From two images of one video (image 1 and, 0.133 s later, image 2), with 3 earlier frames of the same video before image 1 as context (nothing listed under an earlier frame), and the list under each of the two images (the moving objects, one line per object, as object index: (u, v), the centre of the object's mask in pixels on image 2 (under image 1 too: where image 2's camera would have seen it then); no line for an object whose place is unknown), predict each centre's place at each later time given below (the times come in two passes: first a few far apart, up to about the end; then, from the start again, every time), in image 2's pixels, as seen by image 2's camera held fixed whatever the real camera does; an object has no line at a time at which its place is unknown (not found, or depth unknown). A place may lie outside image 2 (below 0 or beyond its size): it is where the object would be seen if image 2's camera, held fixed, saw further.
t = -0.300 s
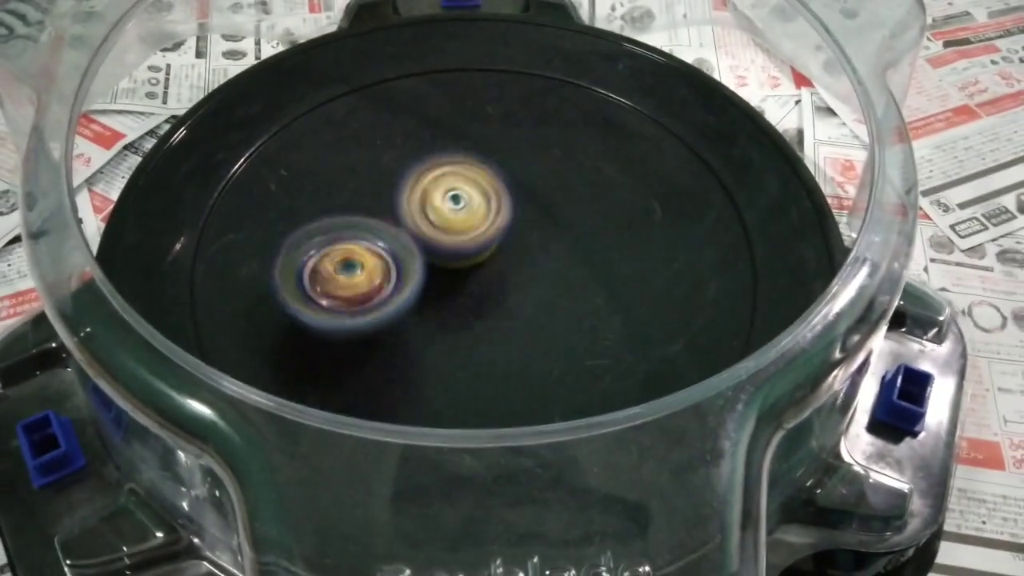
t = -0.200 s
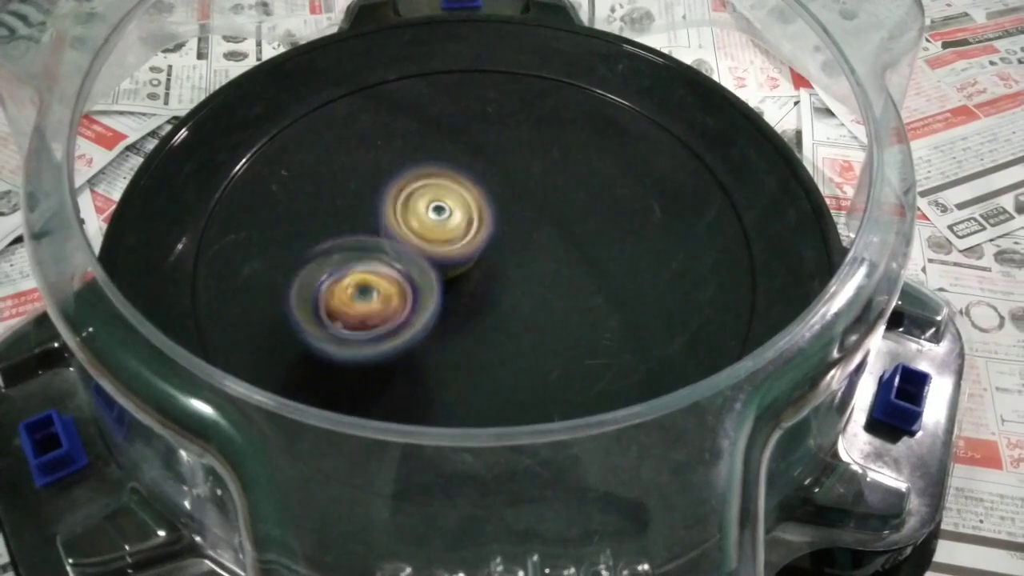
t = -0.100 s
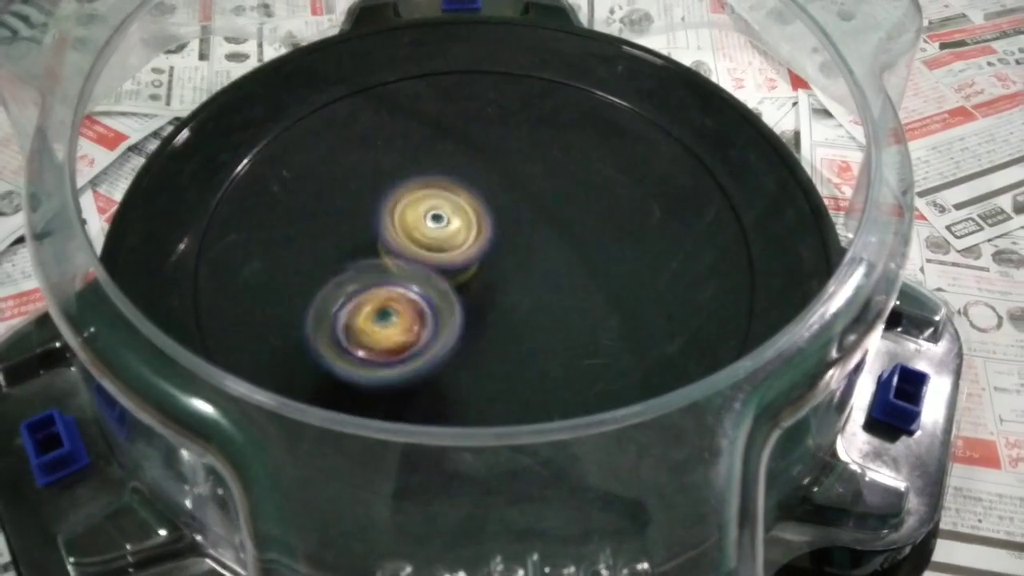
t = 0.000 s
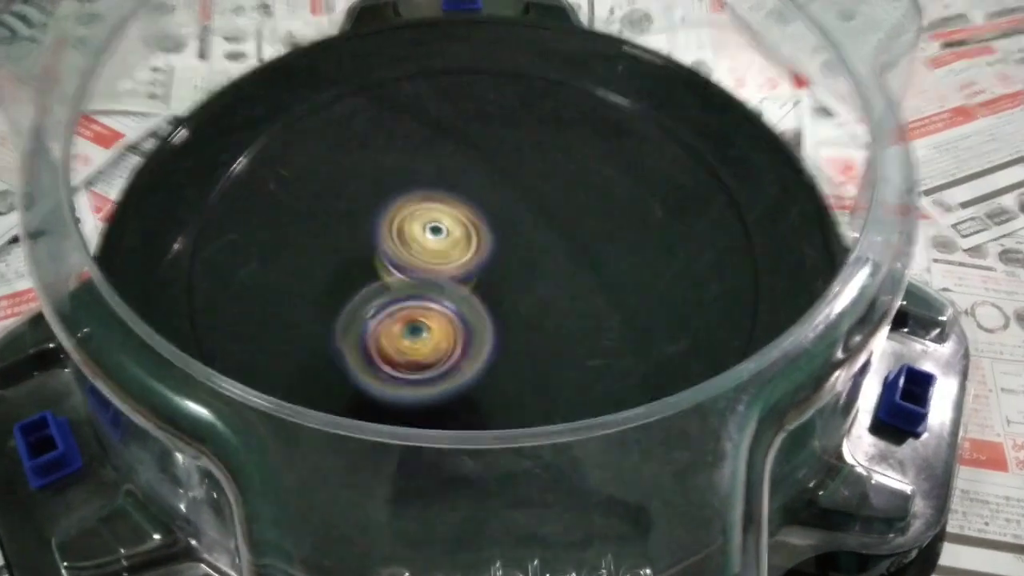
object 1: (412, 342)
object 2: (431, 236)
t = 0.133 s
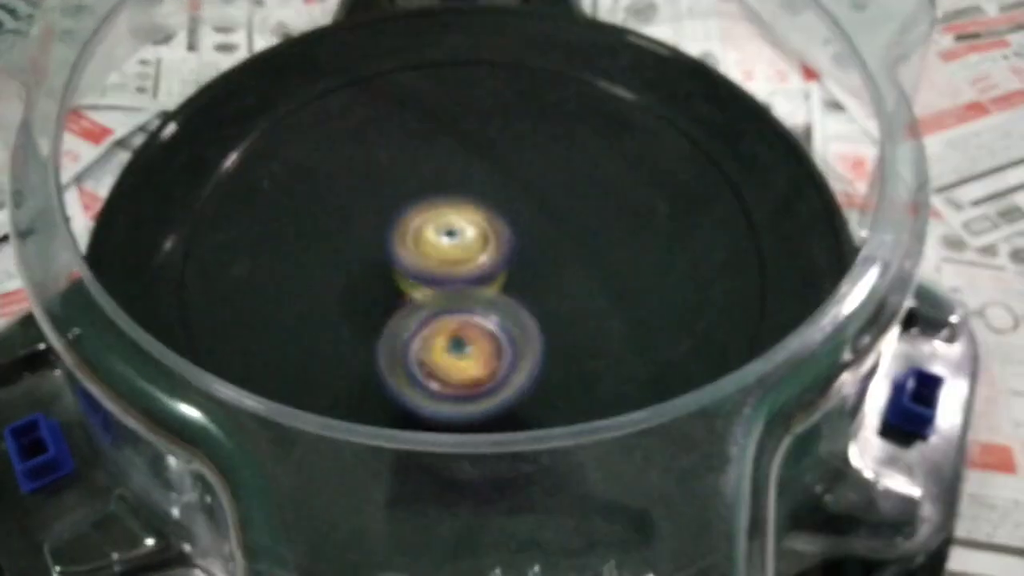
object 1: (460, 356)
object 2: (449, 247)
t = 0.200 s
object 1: (485, 355)
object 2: (460, 250)
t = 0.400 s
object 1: (550, 351)
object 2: (485, 219)
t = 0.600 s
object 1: (602, 323)
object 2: (474, 180)
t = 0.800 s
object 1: (598, 273)
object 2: (447, 168)
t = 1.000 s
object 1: (584, 224)
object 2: (426, 191)
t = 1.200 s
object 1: (570, 176)
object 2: (444, 226)
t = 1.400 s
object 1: (548, 136)
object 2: (498, 247)
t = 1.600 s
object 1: (502, 133)
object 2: (549, 249)
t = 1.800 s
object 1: (445, 154)
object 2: (573, 236)
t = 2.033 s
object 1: (392, 188)
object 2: (556, 231)
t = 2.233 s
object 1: (355, 222)
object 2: (517, 243)
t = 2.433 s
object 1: (338, 260)
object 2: (498, 272)
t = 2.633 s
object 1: (311, 277)
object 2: (550, 277)
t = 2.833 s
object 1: (367, 281)
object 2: (567, 253)
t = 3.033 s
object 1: (426, 290)
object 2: (539, 227)
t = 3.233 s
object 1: (435, 323)
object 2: (524, 203)
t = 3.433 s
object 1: (428, 351)
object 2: (485, 225)
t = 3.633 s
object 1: (419, 343)
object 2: (485, 249)
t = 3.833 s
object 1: (407, 325)
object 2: (527, 242)
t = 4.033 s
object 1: (414, 302)
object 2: (552, 183)
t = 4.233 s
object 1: (453, 289)
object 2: (511, 167)
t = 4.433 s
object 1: (534, 292)
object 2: (453, 205)
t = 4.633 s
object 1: (591, 299)
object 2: (444, 276)
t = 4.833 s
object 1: (598, 310)
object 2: (453, 292)
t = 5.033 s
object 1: (593, 284)
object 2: (436, 275)
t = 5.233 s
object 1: (577, 235)
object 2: (421, 266)
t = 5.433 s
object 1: (571, 201)
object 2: (420, 264)
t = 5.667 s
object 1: (547, 196)
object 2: (429, 251)
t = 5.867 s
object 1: (550, 185)
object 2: (416, 259)
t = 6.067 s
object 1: (533, 178)
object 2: (430, 260)
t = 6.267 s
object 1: (513, 156)
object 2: (438, 251)
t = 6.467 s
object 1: (515, 168)
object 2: (437, 268)
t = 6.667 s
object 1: (509, 180)
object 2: (436, 275)
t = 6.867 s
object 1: (511, 191)
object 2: (444, 303)
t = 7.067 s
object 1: (506, 190)
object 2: (475, 302)
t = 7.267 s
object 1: (495, 197)
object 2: (483, 311)
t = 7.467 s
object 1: (519, 197)
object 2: (494, 312)
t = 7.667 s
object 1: (501, 198)
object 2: (502, 310)
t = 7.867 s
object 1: (472, 202)
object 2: (484, 290)
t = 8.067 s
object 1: (444, 199)
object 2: (497, 281)
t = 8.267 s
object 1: (441, 197)
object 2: (510, 279)
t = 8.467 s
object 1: (441, 197)
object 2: (509, 279)
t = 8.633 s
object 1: (441, 197)
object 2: (509, 279)
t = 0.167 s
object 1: (472, 357)
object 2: (455, 249)
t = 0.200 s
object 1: (485, 355)
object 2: (460, 250)
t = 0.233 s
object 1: (497, 353)
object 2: (466, 249)
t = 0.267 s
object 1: (511, 349)
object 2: (473, 251)
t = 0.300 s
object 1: (521, 346)
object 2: (479, 249)
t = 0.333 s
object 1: (531, 351)
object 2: (480, 238)
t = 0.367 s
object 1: (540, 354)
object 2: (482, 228)
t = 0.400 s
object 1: (550, 351)
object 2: (485, 219)
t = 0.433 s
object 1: (562, 350)
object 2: (486, 211)
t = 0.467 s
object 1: (576, 348)
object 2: (486, 204)
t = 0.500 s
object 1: (583, 343)
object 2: (484, 197)
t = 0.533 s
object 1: (592, 338)
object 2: (482, 191)
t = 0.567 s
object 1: (597, 331)
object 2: (478, 185)
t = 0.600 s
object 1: (602, 323)
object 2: (474, 180)
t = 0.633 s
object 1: (603, 315)
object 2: (470, 175)
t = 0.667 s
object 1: (605, 306)
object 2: (465, 171)
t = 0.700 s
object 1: (603, 298)
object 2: (461, 168)
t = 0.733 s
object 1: (602, 290)
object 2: (456, 166)
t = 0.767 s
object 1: (599, 281)
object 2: (452, 166)
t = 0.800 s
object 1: (598, 273)
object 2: (447, 168)
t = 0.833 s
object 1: (594, 265)
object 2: (442, 169)
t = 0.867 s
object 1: (593, 257)
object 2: (438, 173)
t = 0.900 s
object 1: (590, 248)
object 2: (433, 177)
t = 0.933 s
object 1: (588, 241)
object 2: (430, 181)
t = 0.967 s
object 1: (585, 232)
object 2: (427, 187)
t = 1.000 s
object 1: (584, 224)
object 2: (426, 191)
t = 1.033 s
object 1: (581, 215)
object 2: (426, 197)
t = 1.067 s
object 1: (579, 208)
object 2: (428, 204)
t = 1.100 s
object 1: (577, 199)
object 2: (431, 209)
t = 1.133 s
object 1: (574, 192)
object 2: (433, 216)
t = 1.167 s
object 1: (573, 183)
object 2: (438, 221)
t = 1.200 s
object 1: (570, 176)
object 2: (444, 226)
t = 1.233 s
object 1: (568, 168)
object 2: (451, 230)
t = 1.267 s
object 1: (565, 161)
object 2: (460, 236)
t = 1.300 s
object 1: (562, 153)
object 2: (468, 239)
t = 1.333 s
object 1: (558, 147)
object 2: (478, 242)
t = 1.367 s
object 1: (554, 141)
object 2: (487, 245)
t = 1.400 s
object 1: (548, 136)
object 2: (498, 247)
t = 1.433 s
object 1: (542, 133)
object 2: (509, 248)
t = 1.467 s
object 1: (533, 132)
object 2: (518, 247)
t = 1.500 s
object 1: (526, 132)
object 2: (526, 247)
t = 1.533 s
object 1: (516, 133)
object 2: (533, 246)
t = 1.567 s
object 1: (509, 133)
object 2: (542, 247)
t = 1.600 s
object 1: (502, 133)
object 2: (549, 249)
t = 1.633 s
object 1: (493, 136)
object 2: (554, 248)
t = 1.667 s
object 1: (481, 138)
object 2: (559, 245)
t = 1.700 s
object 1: (472, 141)
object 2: (563, 243)
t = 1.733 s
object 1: (463, 145)
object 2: (568, 240)
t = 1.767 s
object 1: (455, 148)
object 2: (571, 238)
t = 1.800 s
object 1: (445, 154)
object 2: (573, 236)
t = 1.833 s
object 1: (437, 157)
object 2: (573, 235)
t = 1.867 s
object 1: (428, 162)
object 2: (573, 233)
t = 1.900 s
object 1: (421, 168)
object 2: (570, 232)
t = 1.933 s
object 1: (413, 172)
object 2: (568, 231)
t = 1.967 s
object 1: (406, 178)
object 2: (565, 230)
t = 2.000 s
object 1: (398, 181)
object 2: (561, 230)
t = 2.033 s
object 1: (392, 188)
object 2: (556, 231)
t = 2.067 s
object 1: (384, 192)
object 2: (550, 231)
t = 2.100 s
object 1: (379, 198)
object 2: (544, 232)
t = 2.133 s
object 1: (372, 202)
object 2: (537, 234)
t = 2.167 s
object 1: (366, 209)
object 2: (531, 236)
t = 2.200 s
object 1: (360, 214)
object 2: (524, 240)
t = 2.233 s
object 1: (355, 222)
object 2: (517, 243)
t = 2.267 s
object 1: (352, 228)
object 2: (510, 247)
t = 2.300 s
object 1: (348, 236)
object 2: (504, 251)
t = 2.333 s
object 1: (348, 242)
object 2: (498, 256)
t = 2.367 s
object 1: (346, 250)
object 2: (495, 262)
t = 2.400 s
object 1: (344, 254)
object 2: (495, 267)
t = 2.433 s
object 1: (338, 260)
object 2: (498, 272)
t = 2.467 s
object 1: (327, 263)
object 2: (511, 277)
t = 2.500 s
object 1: (320, 267)
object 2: (518, 280)
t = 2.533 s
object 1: (316, 269)
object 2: (526, 282)
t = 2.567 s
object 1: (312, 274)
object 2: (533, 281)
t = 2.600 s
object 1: (311, 275)
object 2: (543, 279)
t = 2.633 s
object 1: (311, 277)
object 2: (550, 277)
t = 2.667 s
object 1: (317, 278)
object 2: (556, 274)
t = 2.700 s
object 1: (322, 280)
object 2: (561, 271)
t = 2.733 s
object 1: (330, 279)
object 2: (564, 267)
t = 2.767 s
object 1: (344, 281)
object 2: (566, 262)
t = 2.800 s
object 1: (355, 280)
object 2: (568, 258)
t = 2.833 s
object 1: (367, 281)
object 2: (567, 253)
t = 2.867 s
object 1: (376, 282)
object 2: (565, 249)
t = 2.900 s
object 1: (386, 283)
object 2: (562, 244)
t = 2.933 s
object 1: (397, 284)
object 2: (556, 239)
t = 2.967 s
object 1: (408, 285)
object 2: (550, 236)
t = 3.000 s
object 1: (419, 287)
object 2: (544, 232)
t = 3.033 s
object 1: (426, 290)
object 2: (539, 227)
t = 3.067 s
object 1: (430, 289)
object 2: (537, 222)
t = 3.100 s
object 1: (432, 296)
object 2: (534, 217)
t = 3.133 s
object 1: (430, 307)
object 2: (533, 209)
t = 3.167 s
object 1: (431, 314)
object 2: (533, 203)
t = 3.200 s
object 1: (431, 320)
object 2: (530, 201)
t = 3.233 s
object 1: (435, 323)
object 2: (524, 203)
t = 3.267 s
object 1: (439, 329)
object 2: (518, 205)
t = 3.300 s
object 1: (437, 335)
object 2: (511, 207)
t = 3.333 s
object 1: (437, 340)
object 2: (503, 209)
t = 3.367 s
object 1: (435, 345)
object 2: (496, 214)
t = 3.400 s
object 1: (433, 349)
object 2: (490, 219)
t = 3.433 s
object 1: (428, 351)
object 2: (485, 225)
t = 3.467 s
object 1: (429, 352)
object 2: (480, 231)
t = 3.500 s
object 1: (425, 351)
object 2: (477, 237)
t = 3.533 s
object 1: (427, 349)
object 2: (475, 243)
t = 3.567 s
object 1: (428, 345)
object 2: (476, 247)
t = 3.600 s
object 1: (419, 344)
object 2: (480, 250)
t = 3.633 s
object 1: (419, 343)
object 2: (485, 249)
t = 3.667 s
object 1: (419, 342)
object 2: (490, 251)
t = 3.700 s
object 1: (417, 340)
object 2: (497, 253)
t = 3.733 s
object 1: (415, 334)
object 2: (505, 254)
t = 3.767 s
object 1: (419, 330)
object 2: (510, 254)
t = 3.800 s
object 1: (418, 326)
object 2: (513, 252)
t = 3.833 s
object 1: (407, 325)
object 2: (527, 242)
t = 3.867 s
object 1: (403, 322)
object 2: (538, 230)
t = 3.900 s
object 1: (401, 319)
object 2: (546, 220)
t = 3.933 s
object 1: (404, 316)
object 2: (552, 208)
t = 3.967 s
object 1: (404, 312)
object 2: (555, 199)
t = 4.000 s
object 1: (407, 305)
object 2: (553, 191)
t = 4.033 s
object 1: (414, 302)
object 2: (552, 183)
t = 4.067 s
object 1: (419, 300)
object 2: (548, 177)
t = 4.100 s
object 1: (425, 299)
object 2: (540, 172)
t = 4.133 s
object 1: (429, 297)
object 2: (534, 167)
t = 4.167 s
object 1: (437, 293)
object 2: (526, 166)
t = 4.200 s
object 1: (445, 292)
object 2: (518, 166)
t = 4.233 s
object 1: (453, 289)
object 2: (511, 167)
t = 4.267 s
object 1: (463, 288)
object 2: (502, 171)
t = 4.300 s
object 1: (475, 287)
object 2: (493, 173)
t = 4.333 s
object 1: (487, 287)
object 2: (485, 180)
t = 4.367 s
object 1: (500, 285)
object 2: (476, 185)
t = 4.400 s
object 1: (511, 291)
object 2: (462, 193)
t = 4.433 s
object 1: (534, 292)
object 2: (453, 205)
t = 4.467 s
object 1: (551, 293)
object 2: (448, 216)
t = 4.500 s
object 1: (566, 292)
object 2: (444, 227)
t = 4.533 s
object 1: (579, 295)
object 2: (439, 240)
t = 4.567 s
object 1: (584, 297)
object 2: (437, 252)
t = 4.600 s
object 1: (589, 298)
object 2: (440, 265)
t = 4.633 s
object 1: (591, 299)
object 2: (444, 276)
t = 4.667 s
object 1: (595, 303)
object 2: (446, 283)
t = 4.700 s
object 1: (608, 303)
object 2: (439, 285)
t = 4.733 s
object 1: (608, 307)
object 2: (440, 288)
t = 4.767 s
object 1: (604, 311)
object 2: (444, 290)
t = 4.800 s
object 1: (602, 312)
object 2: (450, 291)
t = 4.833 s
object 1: (598, 310)
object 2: (453, 292)
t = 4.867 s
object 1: (599, 306)
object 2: (451, 291)
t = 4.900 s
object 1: (604, 302)
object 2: (441, 287)
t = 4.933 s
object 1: (603, 299)
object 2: (438, 285)
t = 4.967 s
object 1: (596, 295)
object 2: (437, 282)
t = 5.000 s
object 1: (593, 288)
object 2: (438, 278)
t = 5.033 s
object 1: (593, 284)
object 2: (436, 275)
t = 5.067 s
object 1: (593, 278)
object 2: (433, 272)
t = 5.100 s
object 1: (590, 270)
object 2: (429, 270)
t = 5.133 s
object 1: (589, 264)
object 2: (425, 268)
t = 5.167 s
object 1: (584, 252)
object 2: (422, 268)
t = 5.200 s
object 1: (580, 244)
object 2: (422, 267)
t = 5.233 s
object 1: (577, 235)
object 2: (421, 266)
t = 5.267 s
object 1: (573, 225)
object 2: (419, 265)
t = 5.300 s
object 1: (570, 217)
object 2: (417, 264)
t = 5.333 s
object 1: (569, 210)
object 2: (415, 264)
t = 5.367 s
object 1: (570, 205)
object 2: (415, 264)
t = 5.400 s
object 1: (571, 202)
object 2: (418, 264)
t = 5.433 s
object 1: (571, 201)
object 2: (420, 264)
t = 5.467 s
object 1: (570, 201)
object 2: (421, 264)
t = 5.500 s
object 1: (566, 202)
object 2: (422, 263)
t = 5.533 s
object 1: (559, 201)
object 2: (422, 261)
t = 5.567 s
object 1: (553, 197)
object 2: (424, 259)
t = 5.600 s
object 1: (549, 194)
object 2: (425, 256)
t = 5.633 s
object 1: (549, 196)
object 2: (427, 254)
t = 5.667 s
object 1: (547, 196)
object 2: (429, 251)
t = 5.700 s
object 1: (561, 190)
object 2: (417, 254)
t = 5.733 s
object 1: (569, 186)
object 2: (413, 257)
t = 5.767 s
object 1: (568, 188)
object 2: (415, 260)
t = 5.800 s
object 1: (564, 190)
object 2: (418, 259)
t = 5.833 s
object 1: (556, 189)
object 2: (416, 258)
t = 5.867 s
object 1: (550, 185)
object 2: (416, 259)
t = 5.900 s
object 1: (546, 185)
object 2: (414, 259)
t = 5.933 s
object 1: (546, 183)
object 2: (415, 261)
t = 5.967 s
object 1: (544, 181)
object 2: (420, 261)
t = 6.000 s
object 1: (537, 183)
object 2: (425, 261)
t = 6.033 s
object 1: (531, 182)
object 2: (431, 259)
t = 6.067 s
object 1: (533, 178)
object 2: (430, 260)
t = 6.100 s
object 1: (533, 172)
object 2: (430, 259)
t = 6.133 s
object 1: (526, 170)
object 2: (433, 258)
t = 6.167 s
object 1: (520, 166)
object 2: (436, 257)
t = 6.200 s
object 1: (517, 161)
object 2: (438, 255)
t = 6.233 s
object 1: (515, 158)
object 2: (437, 253)
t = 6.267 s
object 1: (513, 156)
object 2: (438, 251)
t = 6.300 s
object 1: (512, 154)
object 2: (437, 251)
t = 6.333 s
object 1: (515, 149)
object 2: (432, 257)
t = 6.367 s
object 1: (522, 152)
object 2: (436, 264)
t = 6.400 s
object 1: (523, 159)
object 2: (439, 267)
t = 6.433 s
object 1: (520, 164)
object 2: (438, 269)
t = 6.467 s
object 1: (515, 168)
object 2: (437, 268)
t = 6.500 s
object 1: (512, 172)
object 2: (437, 269)
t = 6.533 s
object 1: (511, 173)
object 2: (436, 271)
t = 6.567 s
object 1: (514, 172)
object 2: (432, 275)
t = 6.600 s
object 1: (515, 173)
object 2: (431, 276)
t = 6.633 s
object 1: (512, 175)
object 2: (433, 276)
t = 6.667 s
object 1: (509, 180)
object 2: (436, 275)
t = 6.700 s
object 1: (509, 180)
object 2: (434, 280)
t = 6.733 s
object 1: (510, 179)
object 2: (437, 284)
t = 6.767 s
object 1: (508, 183)
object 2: (443, 289)
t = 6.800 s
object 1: (509, 183)
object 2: (441, 296)
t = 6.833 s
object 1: (511, 184)
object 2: (441, 301)
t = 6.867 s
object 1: (511, 191)
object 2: (444, 303)
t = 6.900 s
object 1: (507, 196)
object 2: (449, 305)
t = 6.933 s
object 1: (506, 196)
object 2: (457, 306)
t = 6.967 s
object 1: (507, 194)
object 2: (462, 306)
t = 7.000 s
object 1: (506, 193)
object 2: (467, 304)
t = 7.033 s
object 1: (505, 193)
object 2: (474, 300)
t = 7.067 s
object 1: (506, 190)
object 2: (475, 302)
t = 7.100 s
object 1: (509, 184)
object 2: (475, 305)
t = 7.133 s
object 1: (509, 182)
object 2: (476, 307)
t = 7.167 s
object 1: (508, 185)
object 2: (481, 310)
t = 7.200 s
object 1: (505, 191)
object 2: (483, 310)
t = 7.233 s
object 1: (500, 196)
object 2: (482, 308)
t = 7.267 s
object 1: (495, 197)
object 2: (483, 311)
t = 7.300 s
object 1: (492, 194)
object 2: (485, 314)
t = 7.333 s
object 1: (497, 195)
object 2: (486, 315)
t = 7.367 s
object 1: (505, 194)
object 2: (488, 317)
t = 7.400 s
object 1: (512, 195)
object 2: (492, 315)
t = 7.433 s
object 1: (518, 195)
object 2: (493, 313)
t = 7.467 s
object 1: (519, 197)
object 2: (494, 312)
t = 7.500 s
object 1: (514, 195)
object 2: (495, 313)
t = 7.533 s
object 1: (510, 194)
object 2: (491, 318)
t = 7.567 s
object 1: (507, 194)
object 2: (491, 317)
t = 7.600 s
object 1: (504, 193)
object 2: (495, 314)
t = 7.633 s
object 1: (501, 195)
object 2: (501, 313)
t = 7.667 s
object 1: (501, 198)
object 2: (502, 310)
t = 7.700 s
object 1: (498, 202)
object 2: (501, 305)
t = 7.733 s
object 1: (495, 205)
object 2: (496, 300)
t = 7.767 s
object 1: (489, 206)
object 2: (491, 296)
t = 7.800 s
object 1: (484, 204)
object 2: (486, 293)
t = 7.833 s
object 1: (479, 203)
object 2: (484, 292)
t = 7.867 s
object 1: (472, 202)
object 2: (484, 290)
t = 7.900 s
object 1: (466, 202)
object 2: (486, 289)
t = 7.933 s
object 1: (459, 202)
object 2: (487, 287)
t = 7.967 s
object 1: (454, 202)
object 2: (490, 285)
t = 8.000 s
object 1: (449, 202)
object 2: (493, 283)
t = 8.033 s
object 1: (446, 201)
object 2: (495, 282)
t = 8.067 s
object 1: (444, 199)
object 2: (497, 281)
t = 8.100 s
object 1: (442, 198)
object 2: (498, 280)
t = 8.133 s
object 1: (442, 198)
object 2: (500, 280)
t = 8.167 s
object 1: (442, 197)
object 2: (502, 280)
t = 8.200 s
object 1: (441, 197)
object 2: (504, 279)
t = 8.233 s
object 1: (441, 197)
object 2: (507, 279)
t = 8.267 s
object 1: (441, 197)
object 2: (510, 279)
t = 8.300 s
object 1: (441, 197)
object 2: (511, 279)
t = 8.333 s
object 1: (441, 197)
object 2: (511, 279)
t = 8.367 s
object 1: (441, 197)
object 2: (510, 279)
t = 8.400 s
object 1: (441, 197)
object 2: (509, 279)
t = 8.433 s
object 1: (441, 197)
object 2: (509, 279)
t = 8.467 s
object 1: (441, 197)
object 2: (509, 279)
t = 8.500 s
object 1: (441, 197)
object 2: (509, 279)
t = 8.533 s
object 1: (441, 197)
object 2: (509, 279)
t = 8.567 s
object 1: (441, 197)
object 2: (509, 279)
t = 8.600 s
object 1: (441, 197)
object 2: (509, 279)
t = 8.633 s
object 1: (441, 197)
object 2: (509, 279)
